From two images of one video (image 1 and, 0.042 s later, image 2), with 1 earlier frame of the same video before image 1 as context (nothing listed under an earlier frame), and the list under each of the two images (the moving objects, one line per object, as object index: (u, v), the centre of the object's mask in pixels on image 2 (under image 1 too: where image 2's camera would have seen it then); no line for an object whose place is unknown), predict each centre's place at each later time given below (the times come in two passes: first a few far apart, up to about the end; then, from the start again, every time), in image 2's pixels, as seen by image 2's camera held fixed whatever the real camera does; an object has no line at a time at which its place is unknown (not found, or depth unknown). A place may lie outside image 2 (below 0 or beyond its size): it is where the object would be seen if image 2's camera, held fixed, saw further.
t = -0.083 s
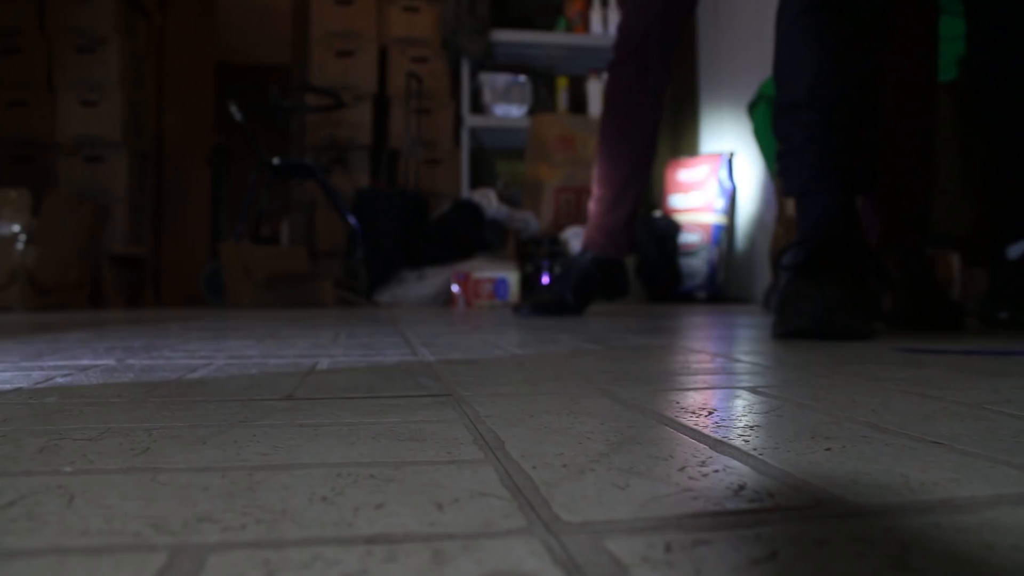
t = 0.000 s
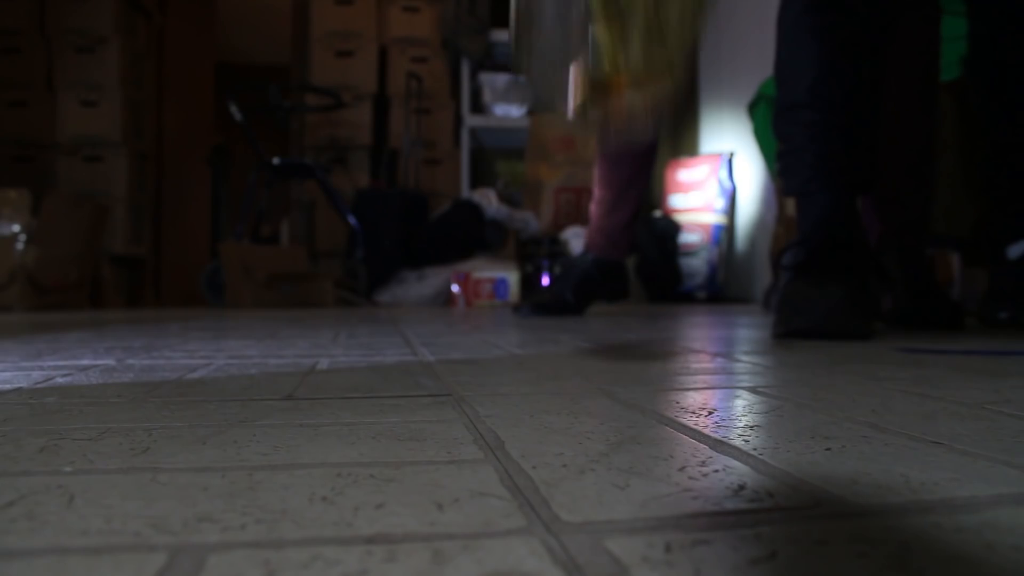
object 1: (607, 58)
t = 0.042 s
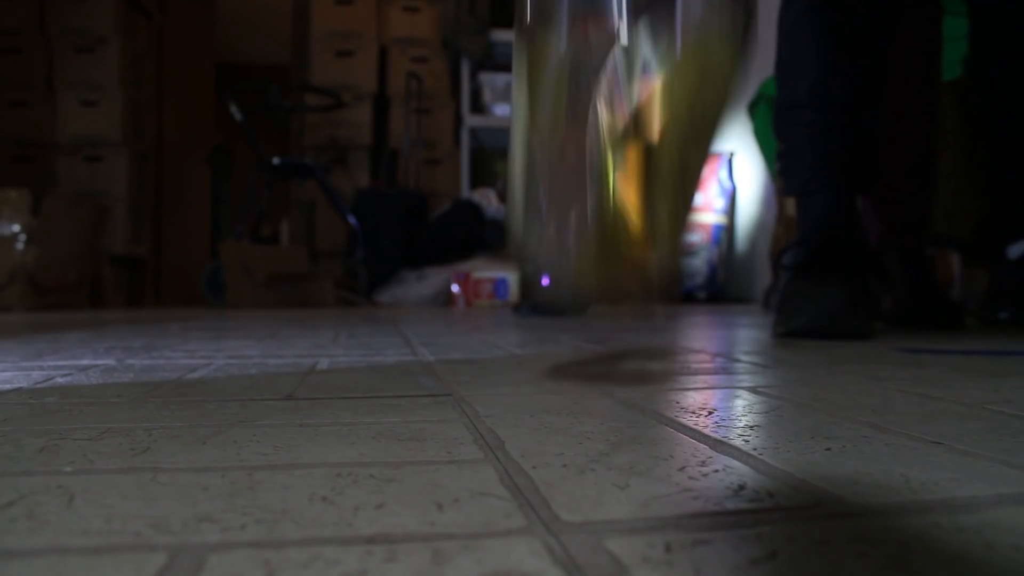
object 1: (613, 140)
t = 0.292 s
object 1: (676, 179)
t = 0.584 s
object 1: (535, 208)
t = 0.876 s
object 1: (479, 221)
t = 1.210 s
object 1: (421, 207)
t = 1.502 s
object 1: (272, 269)
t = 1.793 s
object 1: (193, 279)
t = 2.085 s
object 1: (180, 288)
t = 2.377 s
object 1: (186, 291)
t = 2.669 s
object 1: (186, 290)
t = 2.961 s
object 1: (187, 290)
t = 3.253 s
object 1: (186, 290)
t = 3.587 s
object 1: (186, 290)
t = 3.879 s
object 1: (186, 290)
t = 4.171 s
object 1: (186, 290)
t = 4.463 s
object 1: (187, 291)
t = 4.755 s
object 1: (189, 292)
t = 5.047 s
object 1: (192, 293)
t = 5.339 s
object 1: (197, 292)
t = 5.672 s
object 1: (199, 293)
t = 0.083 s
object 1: (619, 159)
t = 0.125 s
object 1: (611, 129)
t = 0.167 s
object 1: (603, 113)
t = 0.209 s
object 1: (599, 112)
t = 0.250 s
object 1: (607, 128)
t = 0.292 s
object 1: (676, 179)
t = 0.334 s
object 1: (661, 240)
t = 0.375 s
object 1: (626, 182)
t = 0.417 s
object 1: (581, 192)
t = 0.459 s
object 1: (565, 195)
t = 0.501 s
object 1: (554, 199)
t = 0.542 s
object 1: (543, 205)
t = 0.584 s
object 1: (535, 208)
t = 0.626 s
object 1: (529, 210)
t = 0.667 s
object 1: (524, 208)
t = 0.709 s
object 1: (516, 214)
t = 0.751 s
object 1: (508, 216)
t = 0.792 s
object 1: (498, 219)
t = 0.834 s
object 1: (488, 221)
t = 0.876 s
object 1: (479, 221)
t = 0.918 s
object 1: (471, 221)
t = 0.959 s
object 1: (462, 218)
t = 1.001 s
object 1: (453, 215)
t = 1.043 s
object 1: (446, 213)
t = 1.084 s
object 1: (440, 212)
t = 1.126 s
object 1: (435, 210)
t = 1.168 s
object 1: (429, 209)
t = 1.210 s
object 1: (421, 207)
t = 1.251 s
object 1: (412, 206)
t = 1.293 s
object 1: (401, 206)
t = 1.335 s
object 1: (386, 205)
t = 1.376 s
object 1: (364, 204)
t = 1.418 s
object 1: (329, 205)
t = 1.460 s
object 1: (297, 227)
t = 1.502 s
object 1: (272, 269)
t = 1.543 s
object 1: (265, 264)
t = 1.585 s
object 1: (246, 249)
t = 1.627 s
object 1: (232, 245)
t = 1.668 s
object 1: (217, 268)
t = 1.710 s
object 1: (206, 270)
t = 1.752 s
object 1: (196, 289)
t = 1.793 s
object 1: (193, 279)
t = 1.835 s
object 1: (192, 279)
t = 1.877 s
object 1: (190, 290)
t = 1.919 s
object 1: (184, 286)
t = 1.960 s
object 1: (178, 283)
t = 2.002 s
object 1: (176, 284)
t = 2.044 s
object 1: (177, 288)
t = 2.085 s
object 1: (180, 288)
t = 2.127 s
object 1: (183, 290)
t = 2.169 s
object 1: (186, 290)
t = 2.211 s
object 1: (185, 290)
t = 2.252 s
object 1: (185, 290)
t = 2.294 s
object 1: (185, 290)
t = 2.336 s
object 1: (186, 290)
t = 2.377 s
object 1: (186, 291)
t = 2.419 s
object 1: (186, 291)
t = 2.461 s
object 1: (186, 291)
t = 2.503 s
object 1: (186, 290)
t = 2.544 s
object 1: (186, 291)
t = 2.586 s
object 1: (186, 290)
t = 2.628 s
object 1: (186, 290)
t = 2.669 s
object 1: (186, 290)
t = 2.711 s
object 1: (186, 290)
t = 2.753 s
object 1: (186, 290)
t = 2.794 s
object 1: (186, 290)
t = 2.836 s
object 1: (186, 290)
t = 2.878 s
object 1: (187, 290)
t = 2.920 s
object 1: (187, 290)
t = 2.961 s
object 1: (187, 290)
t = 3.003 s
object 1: (187, 290)
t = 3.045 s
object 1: (187, 290)
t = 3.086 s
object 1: (186, 290)
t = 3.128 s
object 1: (186, 290)
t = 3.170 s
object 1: (186, 290)
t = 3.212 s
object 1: (186, 290)
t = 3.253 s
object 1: (186, 290)
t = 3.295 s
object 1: (186, 290)
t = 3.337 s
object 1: (187, 290)
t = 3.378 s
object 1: (187, 290)
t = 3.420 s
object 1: (186, 290)
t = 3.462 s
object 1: (187, 290)
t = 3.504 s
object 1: (187, 290)
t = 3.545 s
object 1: (186, 290)
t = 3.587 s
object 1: (186, 290)
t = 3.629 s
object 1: (186, 290)
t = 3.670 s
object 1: (186, 290)
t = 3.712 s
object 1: (186, 290)
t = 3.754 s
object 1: (186, 290)
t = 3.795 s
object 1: (186, 290)
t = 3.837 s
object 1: (186, 290)
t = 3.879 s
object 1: (186, 290)
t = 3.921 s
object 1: (186, 290)
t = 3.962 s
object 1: (186, 290)
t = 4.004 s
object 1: (186, 290)
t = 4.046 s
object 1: (186, 290)
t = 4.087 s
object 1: (186, 290)
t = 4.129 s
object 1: (186, 290)
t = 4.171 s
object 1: (186, 290)
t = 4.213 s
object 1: (186, 289)
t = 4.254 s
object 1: (186, 290)
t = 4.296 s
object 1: (186, 290)
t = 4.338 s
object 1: (187, 290)
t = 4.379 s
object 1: (187, 291)
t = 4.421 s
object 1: (186, 291)
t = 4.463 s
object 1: (187, 291)
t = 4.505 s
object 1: (187, 291)
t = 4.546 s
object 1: (187, 291)
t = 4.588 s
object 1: (188, 291)
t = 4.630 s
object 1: (188, 292)
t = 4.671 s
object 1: (189, 292)
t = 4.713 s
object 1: (189, 292)
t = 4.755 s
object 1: (189, 292)
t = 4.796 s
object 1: (190, 292)
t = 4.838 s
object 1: (190, 292)
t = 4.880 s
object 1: (191, 292)
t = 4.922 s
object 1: (191, 292)
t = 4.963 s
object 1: (192, 292)
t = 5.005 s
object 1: (192, 292)
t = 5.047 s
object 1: (192, 293)
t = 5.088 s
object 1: (193, 293)
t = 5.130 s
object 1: (193, 292)
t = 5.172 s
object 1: (194, 292)
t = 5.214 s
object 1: (195, 292)
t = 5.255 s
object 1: (196, 292)
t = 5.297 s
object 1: (196, 292)
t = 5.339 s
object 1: (197, 292)
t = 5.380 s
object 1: (197, 292)
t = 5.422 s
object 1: (198, 292)
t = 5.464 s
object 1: (198, 292)
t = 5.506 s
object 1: (198, 293)
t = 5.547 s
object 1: (198, 293)
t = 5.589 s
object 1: (199, 293)
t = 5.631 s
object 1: (199, 293)
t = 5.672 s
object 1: (199, 293)
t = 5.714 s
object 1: (199, 293)
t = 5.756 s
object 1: (199, 293)
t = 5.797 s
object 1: (198, 293)
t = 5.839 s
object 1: (198, 293)
